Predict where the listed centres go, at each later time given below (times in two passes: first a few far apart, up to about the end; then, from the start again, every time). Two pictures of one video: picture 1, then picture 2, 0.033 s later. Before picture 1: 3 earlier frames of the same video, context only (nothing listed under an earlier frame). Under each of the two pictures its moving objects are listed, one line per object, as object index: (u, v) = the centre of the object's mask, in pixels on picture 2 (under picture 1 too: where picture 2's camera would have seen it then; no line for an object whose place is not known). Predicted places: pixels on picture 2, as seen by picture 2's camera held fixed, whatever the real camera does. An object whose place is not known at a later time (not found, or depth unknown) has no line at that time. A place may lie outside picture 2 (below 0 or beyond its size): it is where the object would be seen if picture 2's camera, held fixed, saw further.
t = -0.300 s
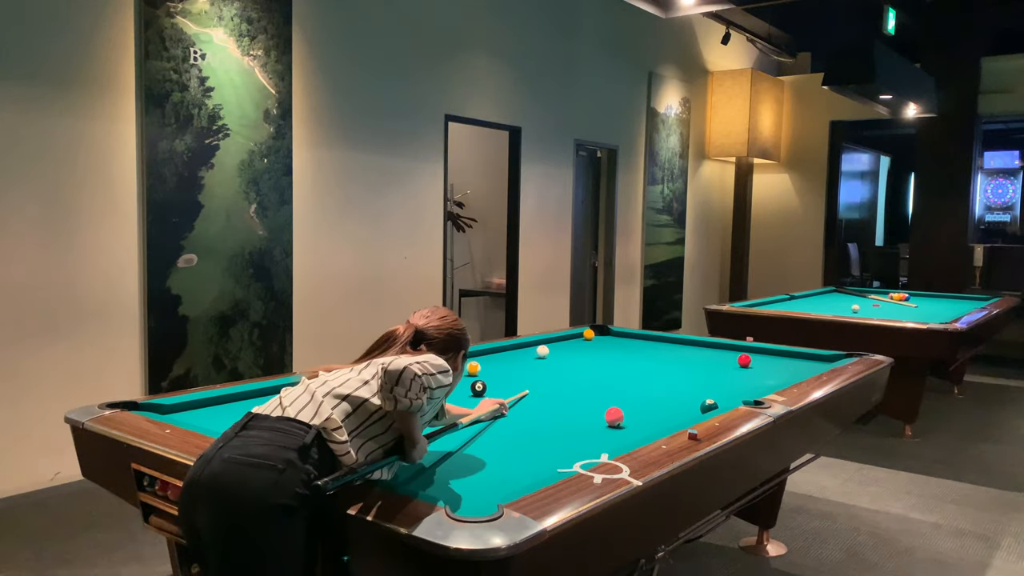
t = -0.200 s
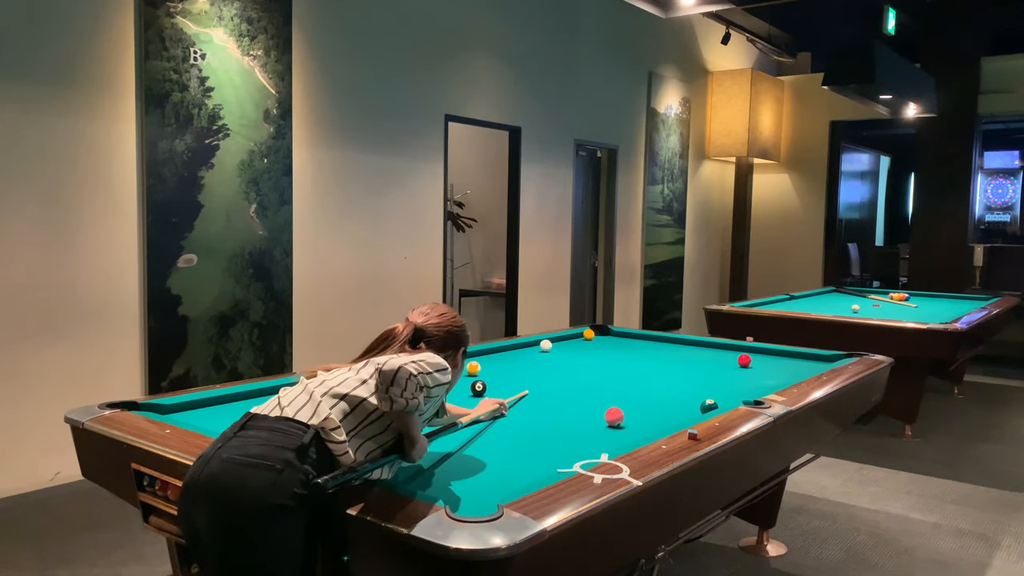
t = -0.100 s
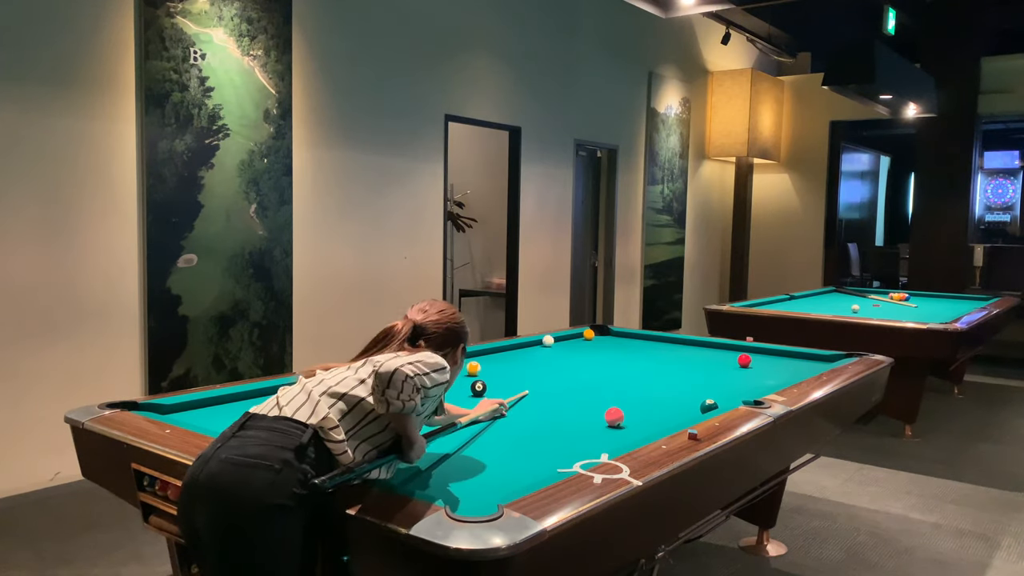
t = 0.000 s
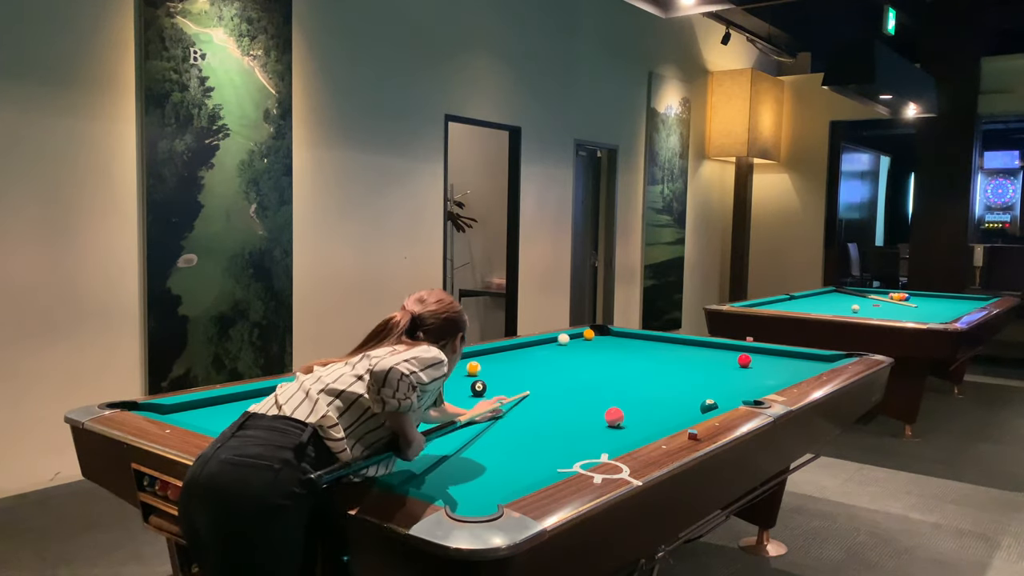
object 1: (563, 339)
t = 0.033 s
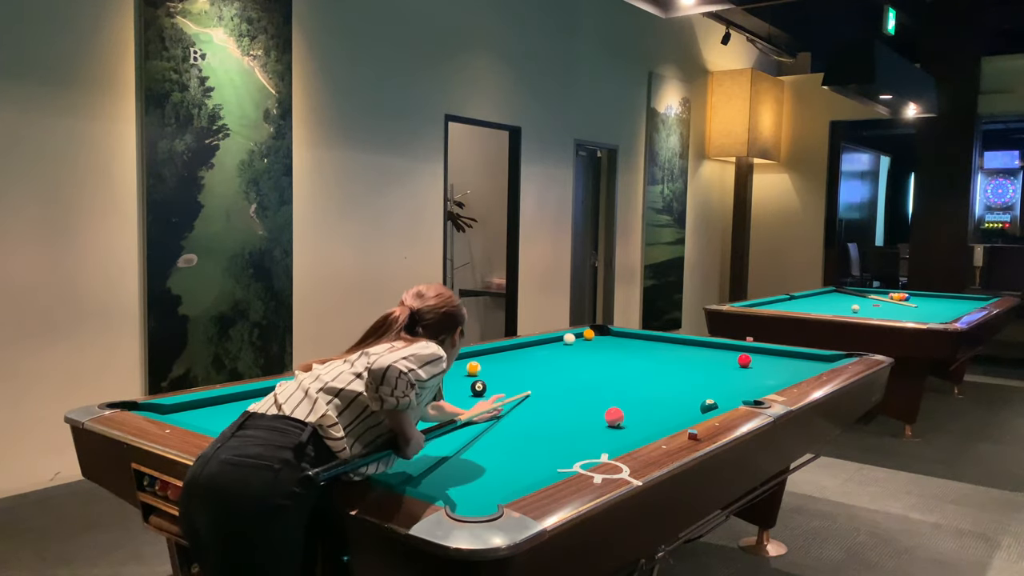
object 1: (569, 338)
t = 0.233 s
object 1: (601, 337)
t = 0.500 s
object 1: (638, 335)
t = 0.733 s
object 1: (647, 340)
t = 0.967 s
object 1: (656, 344)
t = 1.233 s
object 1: (668, 350)
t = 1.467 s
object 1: (679, 355)
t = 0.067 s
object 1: (574, 338)
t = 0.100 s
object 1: (580, 338)
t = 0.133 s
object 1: (585, 338)
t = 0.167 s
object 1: (591, 338)
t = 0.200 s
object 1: (596, 337)
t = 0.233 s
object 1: (601, 337)
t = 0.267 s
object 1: (606, 336)
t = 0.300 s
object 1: (612, 336)
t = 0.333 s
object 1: (617, 336)
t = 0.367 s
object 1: (622, 336)
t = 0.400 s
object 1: (627, 335)
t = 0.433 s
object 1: (632, 335)
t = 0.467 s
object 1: (636, 335)
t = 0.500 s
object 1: (638, 335)
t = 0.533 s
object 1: (639, 336)
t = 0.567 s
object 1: (640, 337)
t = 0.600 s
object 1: (641, 337)
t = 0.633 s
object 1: (642, 338)
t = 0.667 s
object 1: (644, 338)
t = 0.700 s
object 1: (645, 339)
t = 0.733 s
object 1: (647, 340)
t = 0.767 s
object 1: (648, 341)
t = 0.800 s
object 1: (649, 341)
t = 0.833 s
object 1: (651, 342)
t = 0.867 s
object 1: (652, 342)
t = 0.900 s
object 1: (654, 343)
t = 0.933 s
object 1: (655, 344)
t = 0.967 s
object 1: (656, 344)
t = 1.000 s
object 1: (658, 345)
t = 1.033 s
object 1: (660, 346)
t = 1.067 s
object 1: (661, 347)
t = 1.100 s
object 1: (662, 347)
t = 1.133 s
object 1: (664, 348)
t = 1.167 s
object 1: (665, 349)
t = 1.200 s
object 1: (667, 349)
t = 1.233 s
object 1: (668, 350)
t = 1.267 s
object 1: (670, 350)
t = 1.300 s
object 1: (671, 351)
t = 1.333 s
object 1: (673, 352)
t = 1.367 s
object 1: (674, 353)
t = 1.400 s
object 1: (676, 353)
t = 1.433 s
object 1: (678, 354)
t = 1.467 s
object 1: (679, 355)
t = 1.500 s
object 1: (681, 356)
